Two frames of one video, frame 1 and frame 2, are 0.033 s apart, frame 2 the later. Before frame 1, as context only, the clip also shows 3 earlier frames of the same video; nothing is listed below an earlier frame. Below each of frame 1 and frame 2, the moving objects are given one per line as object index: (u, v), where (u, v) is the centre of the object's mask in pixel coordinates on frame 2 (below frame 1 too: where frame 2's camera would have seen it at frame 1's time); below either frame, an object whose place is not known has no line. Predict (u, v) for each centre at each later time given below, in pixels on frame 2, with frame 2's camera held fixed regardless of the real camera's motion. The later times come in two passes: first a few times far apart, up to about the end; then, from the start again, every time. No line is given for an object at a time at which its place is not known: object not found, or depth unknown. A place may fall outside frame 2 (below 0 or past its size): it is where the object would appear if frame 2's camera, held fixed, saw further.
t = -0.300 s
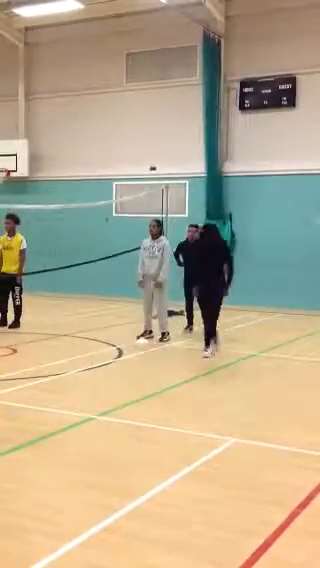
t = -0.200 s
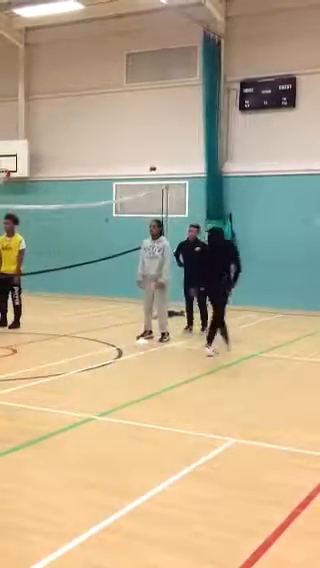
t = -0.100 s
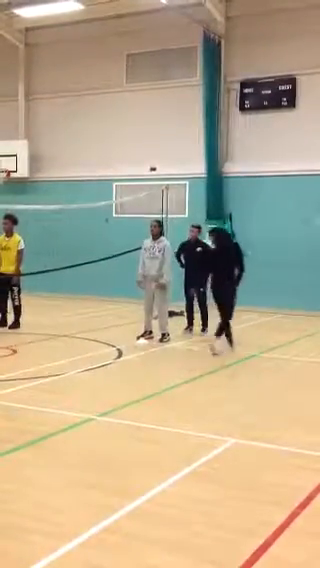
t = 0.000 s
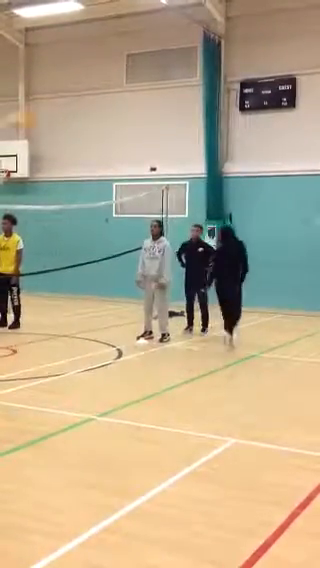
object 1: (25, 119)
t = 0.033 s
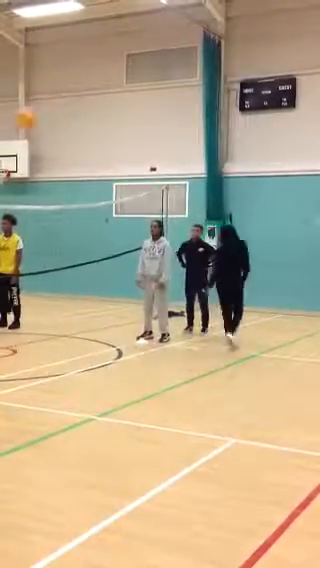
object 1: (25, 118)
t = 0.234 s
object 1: (70, 99)
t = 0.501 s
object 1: (118, 131)
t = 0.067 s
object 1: (34, 115)
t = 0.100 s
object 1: (41, 108)
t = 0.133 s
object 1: (49, 104)
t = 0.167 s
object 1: (56, 102)
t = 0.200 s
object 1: (64, 101)
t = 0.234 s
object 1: (70, 99)
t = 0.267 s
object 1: (75, 99)
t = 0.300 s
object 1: (80, 99)
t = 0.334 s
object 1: (87, 102)
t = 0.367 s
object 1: (94, 105)
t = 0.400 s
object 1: (103, 110)
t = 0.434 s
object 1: (105, 113)
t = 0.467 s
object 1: (111, 123)
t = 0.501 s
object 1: (118, 131)
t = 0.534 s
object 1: (121, 134)
